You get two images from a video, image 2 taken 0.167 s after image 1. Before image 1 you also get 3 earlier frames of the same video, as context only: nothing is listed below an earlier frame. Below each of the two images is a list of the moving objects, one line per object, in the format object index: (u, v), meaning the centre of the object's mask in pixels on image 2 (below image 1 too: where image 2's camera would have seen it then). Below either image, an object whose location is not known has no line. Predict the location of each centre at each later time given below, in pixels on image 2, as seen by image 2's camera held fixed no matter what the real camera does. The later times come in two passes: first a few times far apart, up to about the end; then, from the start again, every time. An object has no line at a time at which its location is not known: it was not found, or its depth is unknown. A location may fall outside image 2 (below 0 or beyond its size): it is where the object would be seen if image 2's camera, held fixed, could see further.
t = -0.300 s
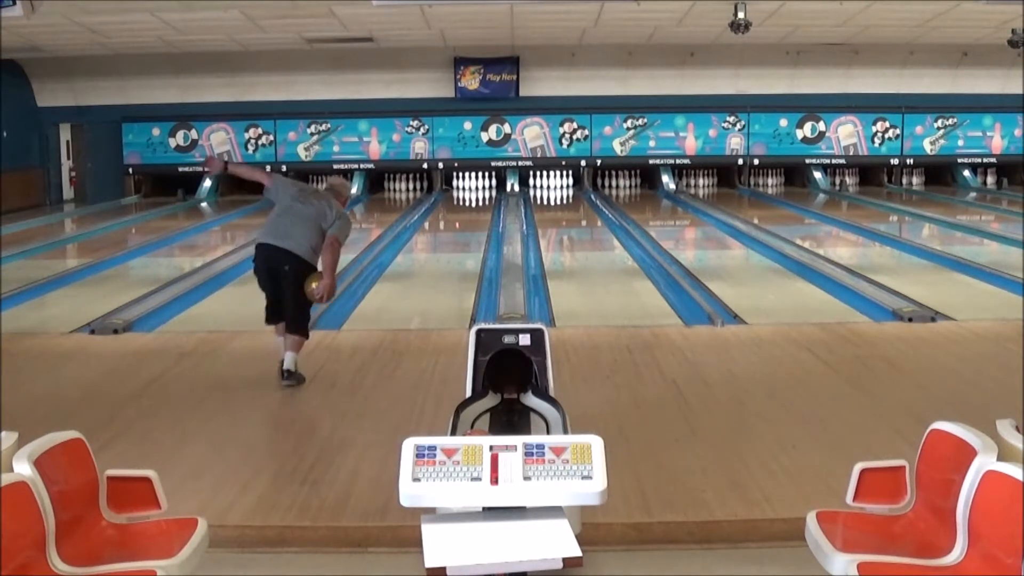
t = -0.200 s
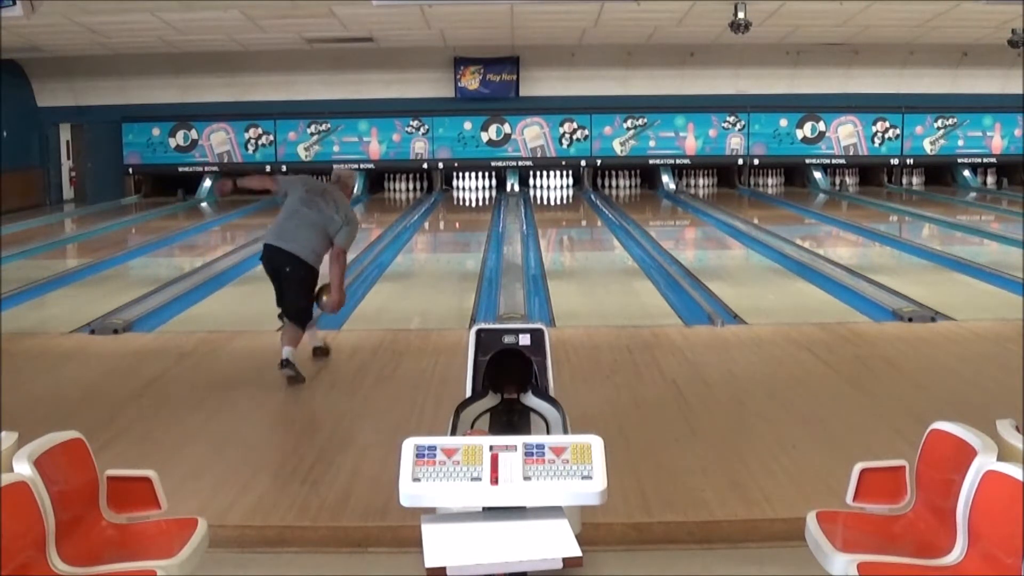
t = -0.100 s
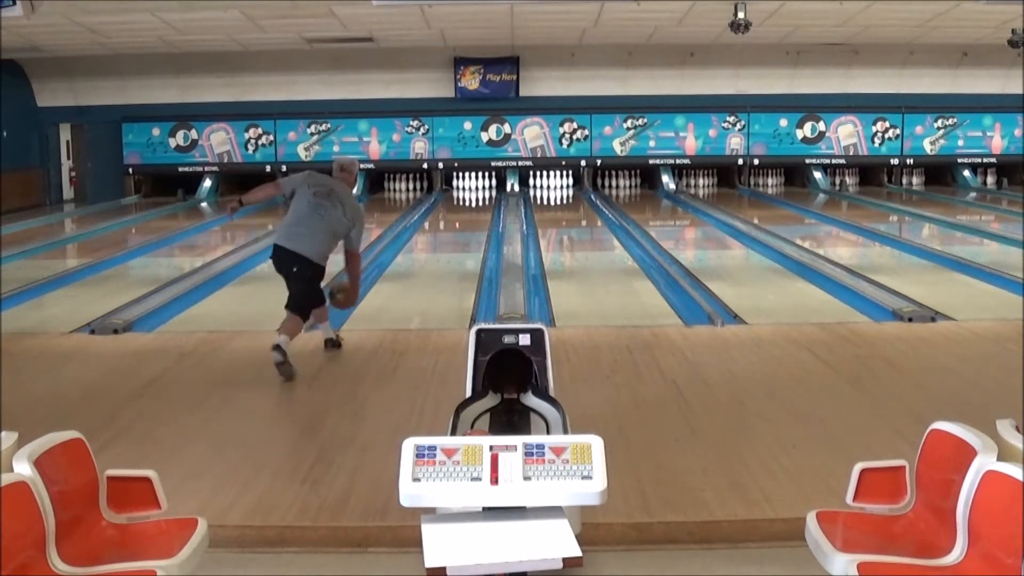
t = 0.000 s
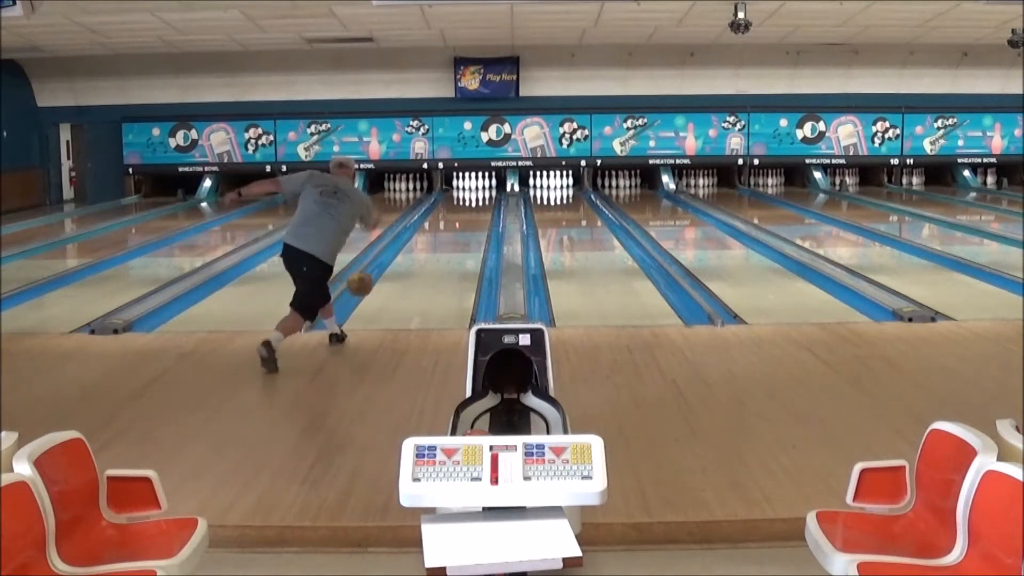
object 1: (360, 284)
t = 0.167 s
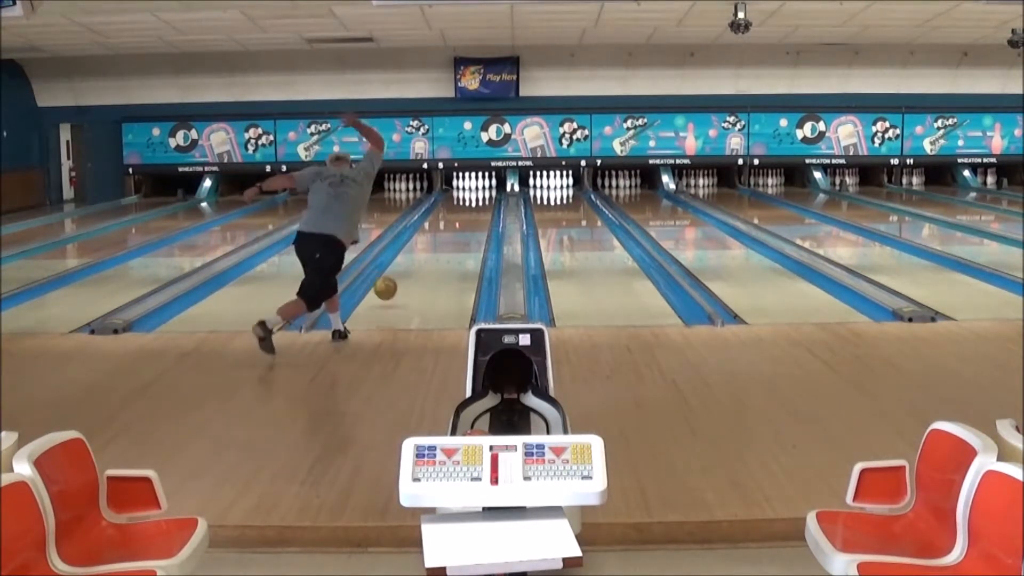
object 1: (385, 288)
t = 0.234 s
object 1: (394, 286)
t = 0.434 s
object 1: (416, 267)
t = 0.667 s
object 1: (435, 249)
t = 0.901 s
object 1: (449, 236)
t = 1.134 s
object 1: (461, 225)
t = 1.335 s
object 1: (468, 216)
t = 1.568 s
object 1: (475, 207)
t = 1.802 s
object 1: (479, 201)
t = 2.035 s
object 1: (480, 196)
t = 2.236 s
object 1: (481, 192)
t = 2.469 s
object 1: (478, 188)
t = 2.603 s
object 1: (476, 186)
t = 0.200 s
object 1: (390, 291)
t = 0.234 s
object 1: (394, 286)
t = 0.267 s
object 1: (398, 282)
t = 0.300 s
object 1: (402, 279)
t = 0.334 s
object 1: (406, 277)
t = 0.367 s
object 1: (409, 274)
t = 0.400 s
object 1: (412, 270)
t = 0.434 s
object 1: (416, 267)
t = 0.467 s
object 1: (419, 264)
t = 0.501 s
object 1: (422, 262)
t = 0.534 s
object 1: (425, 259)
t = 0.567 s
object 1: (427, 256)
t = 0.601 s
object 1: (430, 254)
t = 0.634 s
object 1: (433, 252)
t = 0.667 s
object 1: (435, 249)
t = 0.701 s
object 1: (437, 247)
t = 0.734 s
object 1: (440, 246)
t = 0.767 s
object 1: (442, 244)
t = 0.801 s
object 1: (444, 242)
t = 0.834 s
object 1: (446, 240)
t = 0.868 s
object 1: (448, 238)
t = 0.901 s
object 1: (449, 236)
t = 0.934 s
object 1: (451, 235)
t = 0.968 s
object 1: (453, 233)
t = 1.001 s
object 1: (455, 231)
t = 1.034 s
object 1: (456, 229)
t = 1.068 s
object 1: (458, 228)
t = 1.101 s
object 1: (460, 226)
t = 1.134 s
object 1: (461, 225)
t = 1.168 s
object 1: (463, 224)
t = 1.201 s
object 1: (463, 221)
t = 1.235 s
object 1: (465, 220)
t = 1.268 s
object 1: (465, 219)
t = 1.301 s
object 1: (467, 217)
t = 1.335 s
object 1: (468, 216)
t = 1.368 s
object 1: (470, 215)
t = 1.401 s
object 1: (471, 213)
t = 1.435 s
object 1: (472, 212)
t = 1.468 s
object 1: (473, 211)
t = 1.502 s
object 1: (474, 210)
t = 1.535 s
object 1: (475, 209)
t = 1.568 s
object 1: (475, 207)
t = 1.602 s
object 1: (476, 207)
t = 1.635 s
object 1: (476, 206)
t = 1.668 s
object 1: (477, 204)
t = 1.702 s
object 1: (477, 204)
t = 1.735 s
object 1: (478, 203)
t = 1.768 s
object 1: (479, 202)
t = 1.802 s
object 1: (479, 201)
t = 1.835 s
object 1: (479, 200)
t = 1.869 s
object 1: (480, 199)
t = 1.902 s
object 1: (480, 199)
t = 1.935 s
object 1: (480, 199)
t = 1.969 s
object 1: (480, 198)
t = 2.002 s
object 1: (480, 198)
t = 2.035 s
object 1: (480, 196)
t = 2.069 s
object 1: (481, 194)
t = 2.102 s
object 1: (481, 194)
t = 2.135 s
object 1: (480, 194)
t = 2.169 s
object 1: (481, 193)
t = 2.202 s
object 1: (481, 193)
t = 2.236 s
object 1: (481, 192)
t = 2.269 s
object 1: (480, 191)
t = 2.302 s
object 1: (480, 192)
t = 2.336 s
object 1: (480, 190)
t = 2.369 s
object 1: (480, 189)
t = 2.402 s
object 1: (479, 189)
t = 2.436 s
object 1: (479, 189)
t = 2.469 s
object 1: (478, 188)
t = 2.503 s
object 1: (477, 187)
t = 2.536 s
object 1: (476, 187)
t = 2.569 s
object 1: (476, 186)
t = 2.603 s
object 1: (476, 186)
